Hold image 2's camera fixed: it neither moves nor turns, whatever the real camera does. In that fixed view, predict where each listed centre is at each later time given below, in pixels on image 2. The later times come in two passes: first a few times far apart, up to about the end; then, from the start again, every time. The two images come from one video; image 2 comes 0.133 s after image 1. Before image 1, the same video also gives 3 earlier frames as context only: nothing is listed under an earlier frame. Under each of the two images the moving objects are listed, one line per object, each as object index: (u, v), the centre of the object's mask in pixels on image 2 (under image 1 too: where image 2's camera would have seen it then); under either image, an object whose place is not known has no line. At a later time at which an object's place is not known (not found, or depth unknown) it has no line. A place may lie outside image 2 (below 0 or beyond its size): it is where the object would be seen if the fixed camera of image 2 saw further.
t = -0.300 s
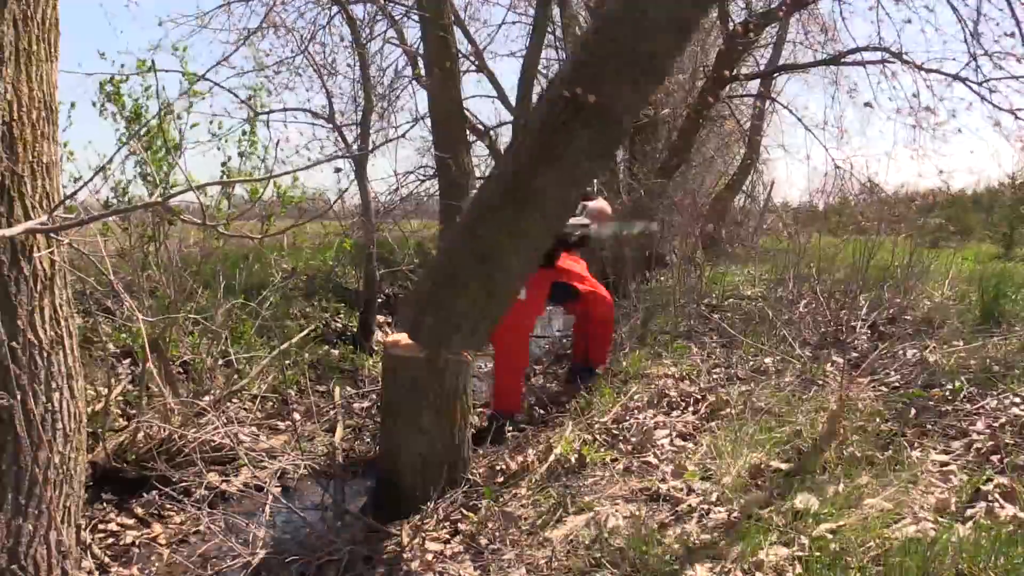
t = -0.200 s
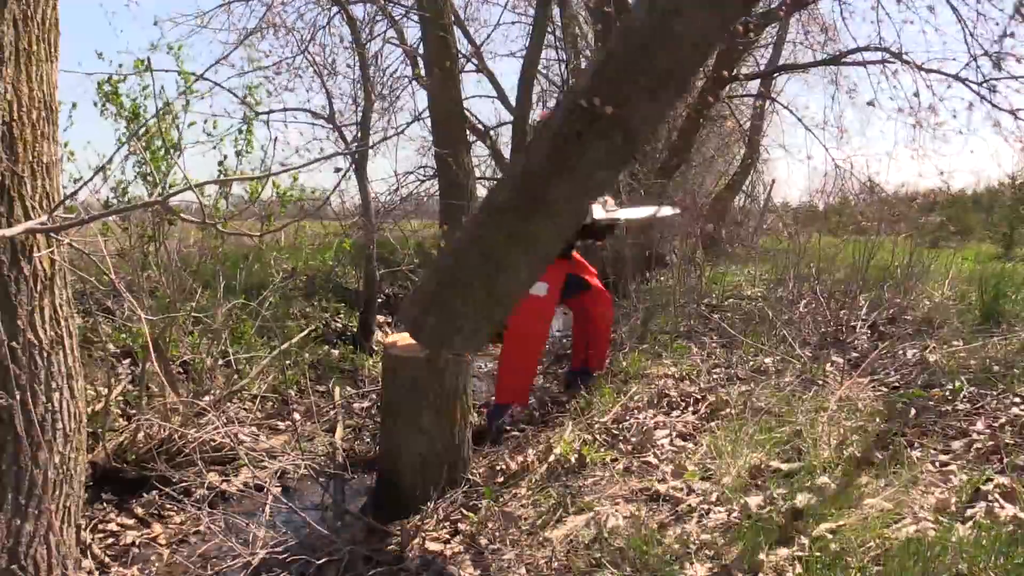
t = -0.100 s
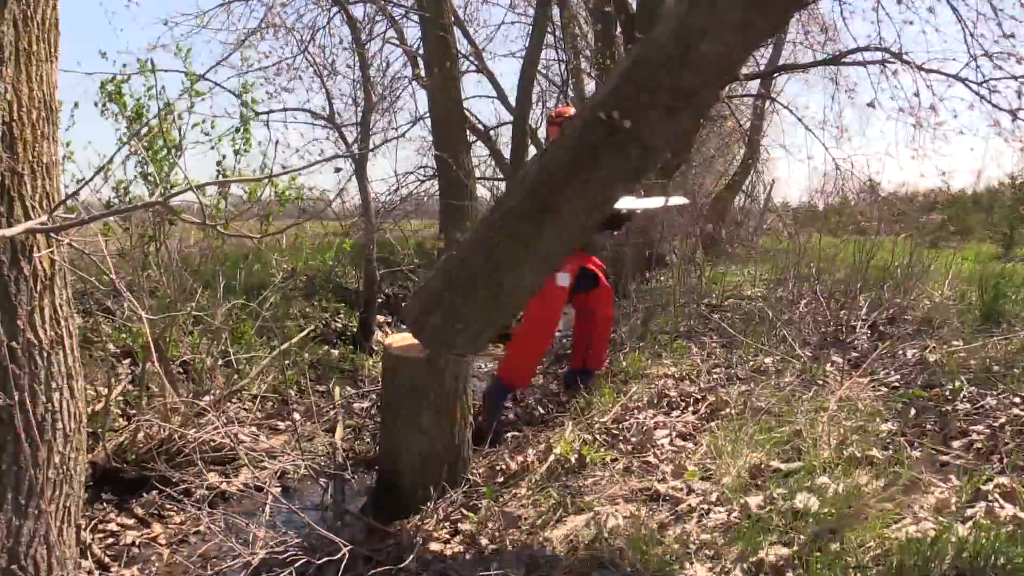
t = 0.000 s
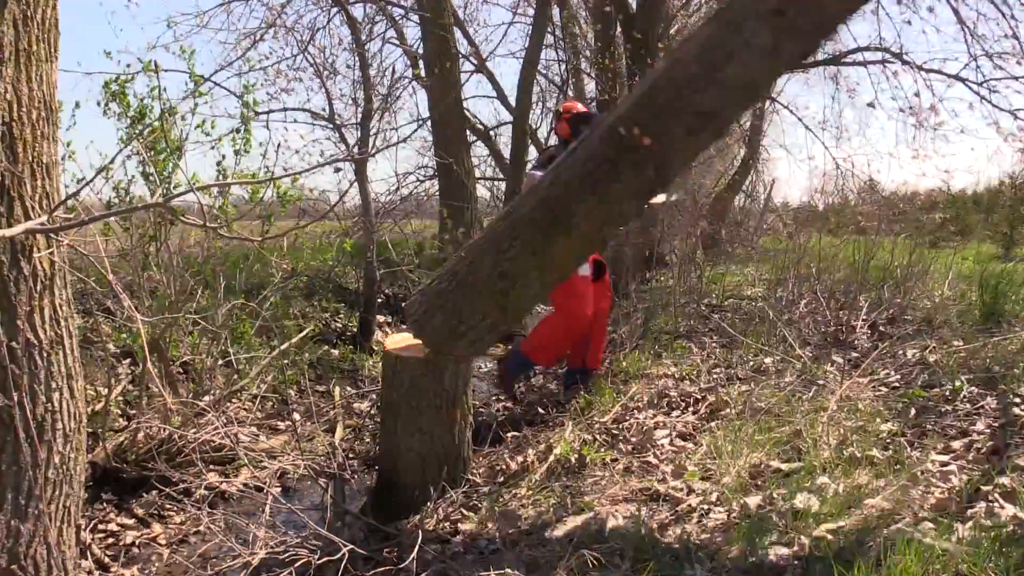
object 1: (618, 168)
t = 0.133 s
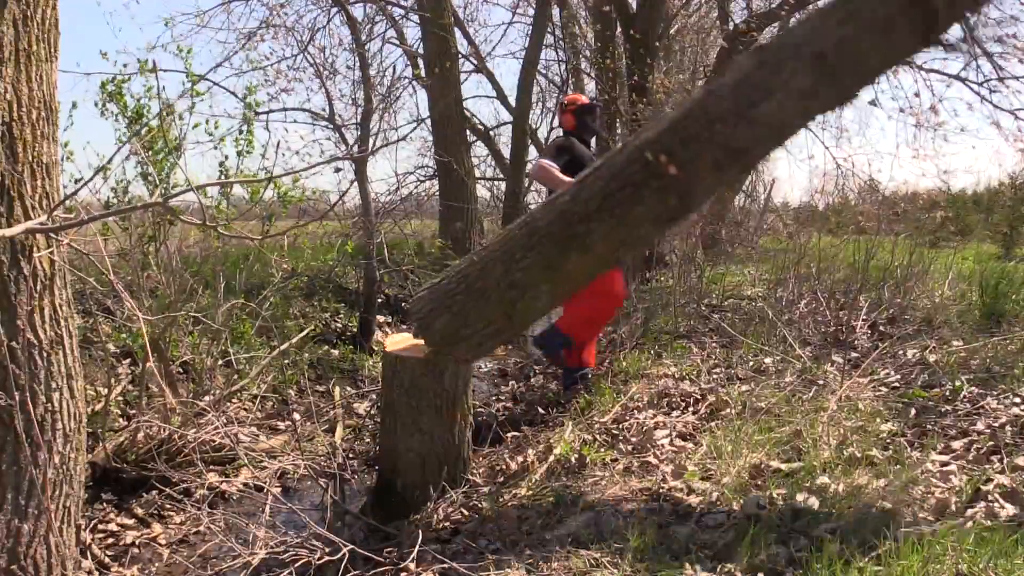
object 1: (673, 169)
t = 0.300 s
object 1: (727, 197)
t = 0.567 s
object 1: (753, 325)
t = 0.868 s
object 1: (770, 278)
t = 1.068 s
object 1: (767, 234)
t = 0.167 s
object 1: (690, 169)
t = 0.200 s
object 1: (706, 171)
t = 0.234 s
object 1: (712, 180)
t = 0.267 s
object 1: (725, 185)
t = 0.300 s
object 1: (727, 197)
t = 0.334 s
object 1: (727, 210)
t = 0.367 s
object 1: (727, 223)
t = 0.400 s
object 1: (731, 236)
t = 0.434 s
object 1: (733, 251)
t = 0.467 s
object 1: (735, 268)
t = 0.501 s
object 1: (743, 283)
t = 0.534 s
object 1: (749, 302)
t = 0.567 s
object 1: (753, 325)
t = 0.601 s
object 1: (757, 346)
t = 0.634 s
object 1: (756, 367)
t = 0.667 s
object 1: (754, 386)
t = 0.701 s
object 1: (757, 379)
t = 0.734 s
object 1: (760, 364)
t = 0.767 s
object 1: (765, 347)
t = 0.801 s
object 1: (766, 325)
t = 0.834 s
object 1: (765, 302)
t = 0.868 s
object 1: (770, 278)
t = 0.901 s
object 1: (773, 260)
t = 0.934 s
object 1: (771, 246)
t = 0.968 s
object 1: (768, 238)
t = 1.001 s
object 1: (768, 233)
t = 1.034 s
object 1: (767, 232)
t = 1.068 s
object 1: (767, 234)
